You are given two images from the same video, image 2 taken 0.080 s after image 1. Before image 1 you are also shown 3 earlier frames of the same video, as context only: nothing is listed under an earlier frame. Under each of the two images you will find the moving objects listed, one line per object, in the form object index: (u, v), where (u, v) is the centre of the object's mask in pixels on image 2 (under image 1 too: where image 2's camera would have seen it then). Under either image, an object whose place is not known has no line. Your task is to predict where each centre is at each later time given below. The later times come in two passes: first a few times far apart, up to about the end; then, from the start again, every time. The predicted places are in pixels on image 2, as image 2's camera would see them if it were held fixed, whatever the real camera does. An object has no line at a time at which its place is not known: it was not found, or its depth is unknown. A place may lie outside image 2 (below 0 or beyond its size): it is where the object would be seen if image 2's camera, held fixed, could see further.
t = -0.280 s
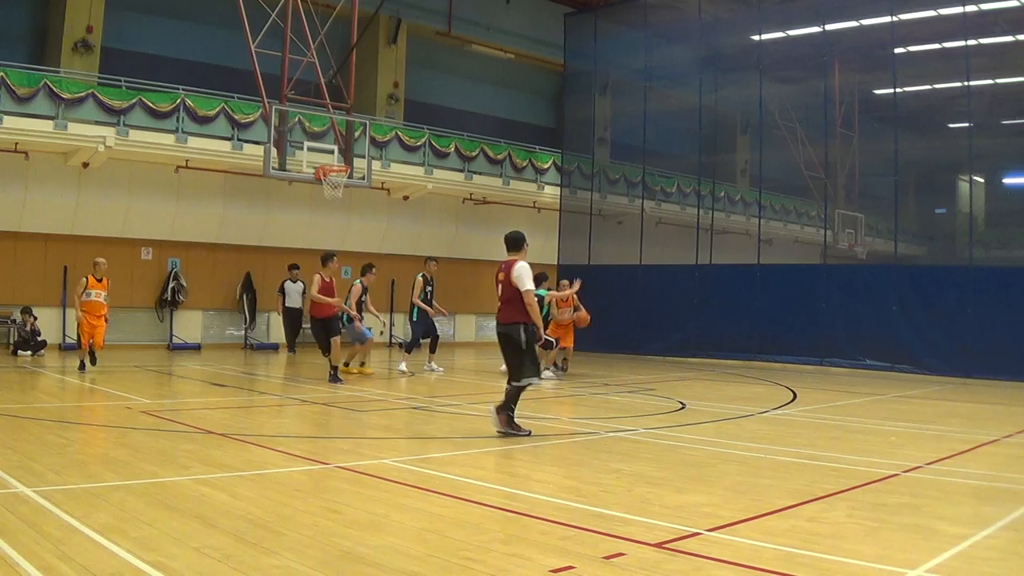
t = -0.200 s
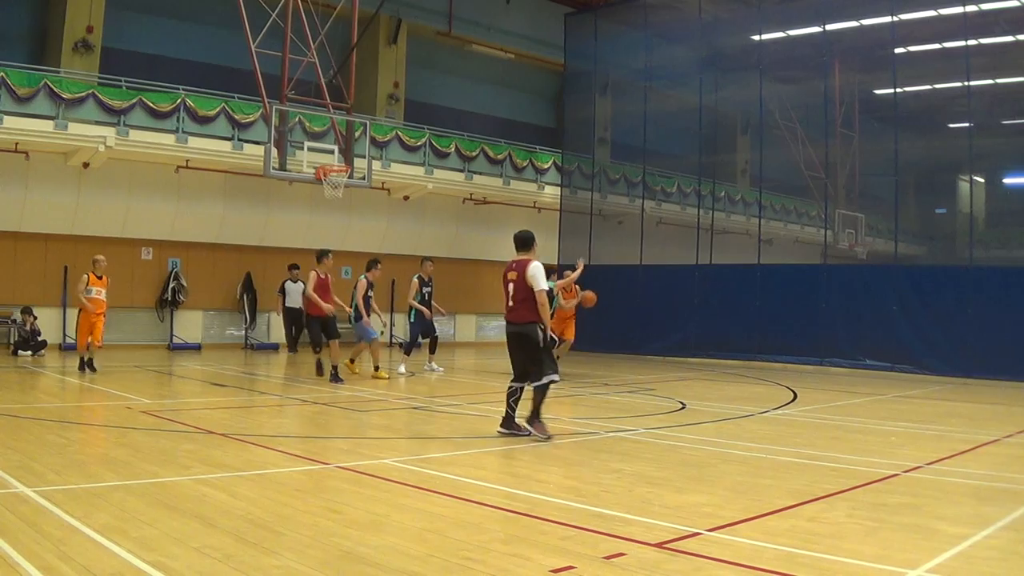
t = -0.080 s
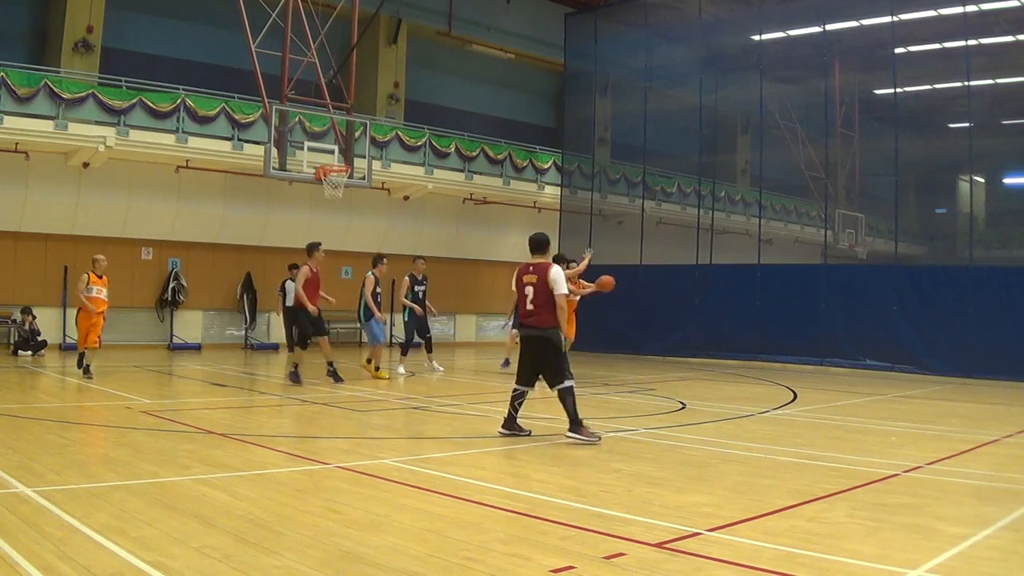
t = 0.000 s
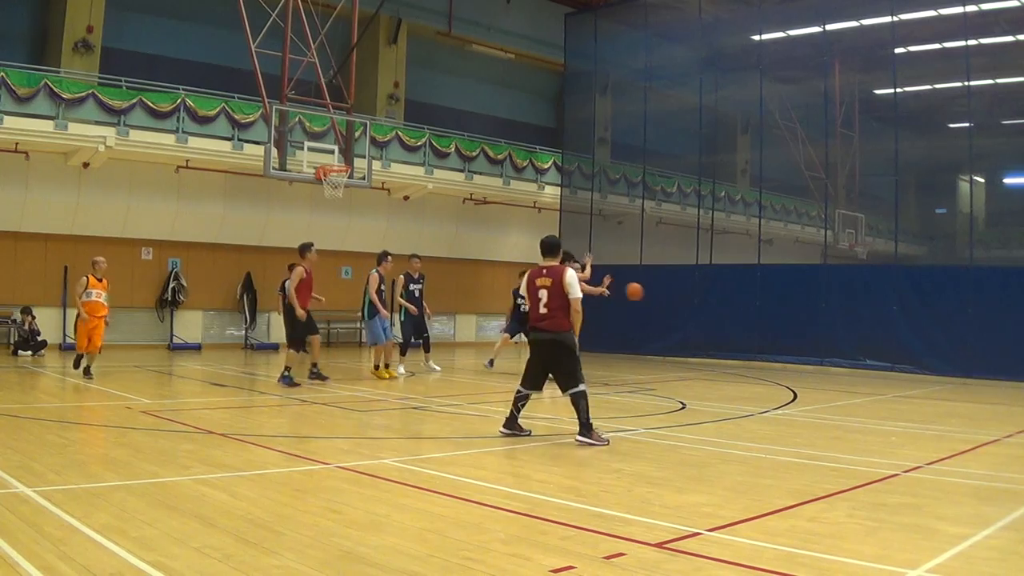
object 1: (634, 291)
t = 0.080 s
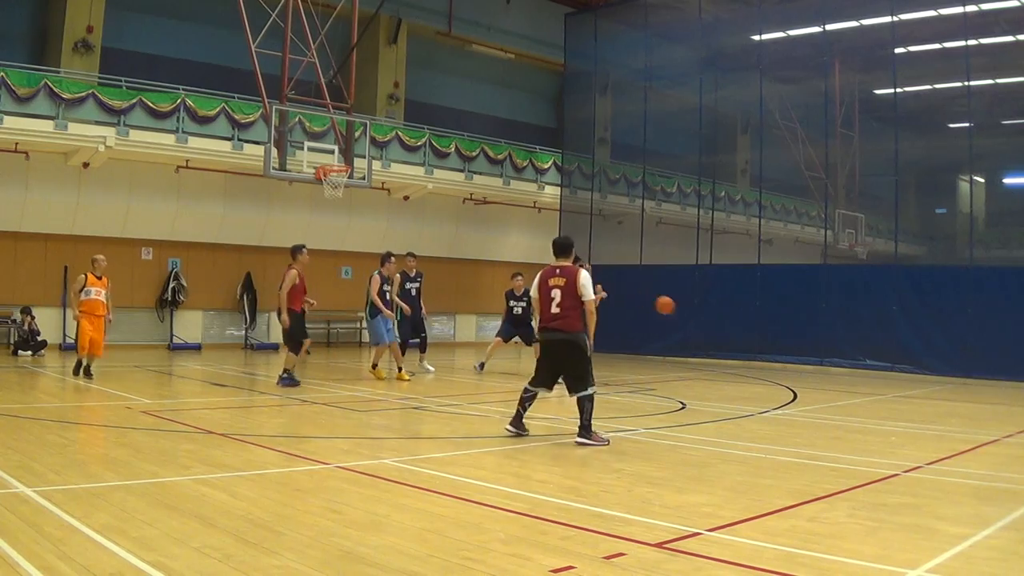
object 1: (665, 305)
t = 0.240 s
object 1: (731, 350)
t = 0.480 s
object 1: (810, 355)
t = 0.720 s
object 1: (870, 319)
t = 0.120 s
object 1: (681, 314)
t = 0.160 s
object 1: (697, 325)
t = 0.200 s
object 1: (714, 337)
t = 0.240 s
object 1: (731, 350)
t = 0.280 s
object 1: (748, 364)
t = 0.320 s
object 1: (766, 382)
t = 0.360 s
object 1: (781, 389)
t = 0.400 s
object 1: (791, 378)
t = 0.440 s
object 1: (800, 365)
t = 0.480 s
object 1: (810, 355)
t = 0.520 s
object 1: (820, 346)
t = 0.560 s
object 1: (830, 338)
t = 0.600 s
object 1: (840, 332)
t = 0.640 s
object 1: (850, 326)
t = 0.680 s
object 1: (860, 322)
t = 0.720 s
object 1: (870, 319)
